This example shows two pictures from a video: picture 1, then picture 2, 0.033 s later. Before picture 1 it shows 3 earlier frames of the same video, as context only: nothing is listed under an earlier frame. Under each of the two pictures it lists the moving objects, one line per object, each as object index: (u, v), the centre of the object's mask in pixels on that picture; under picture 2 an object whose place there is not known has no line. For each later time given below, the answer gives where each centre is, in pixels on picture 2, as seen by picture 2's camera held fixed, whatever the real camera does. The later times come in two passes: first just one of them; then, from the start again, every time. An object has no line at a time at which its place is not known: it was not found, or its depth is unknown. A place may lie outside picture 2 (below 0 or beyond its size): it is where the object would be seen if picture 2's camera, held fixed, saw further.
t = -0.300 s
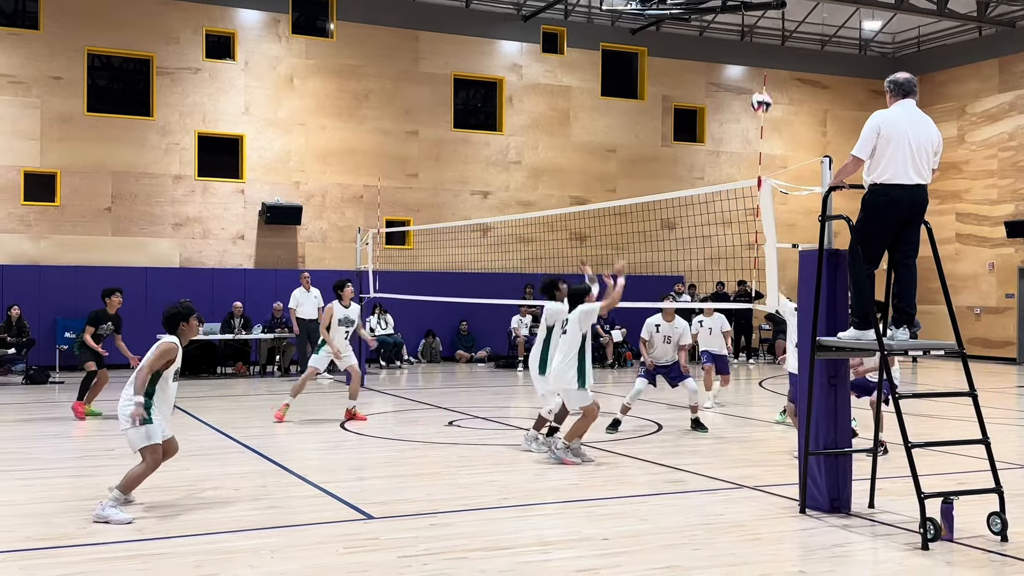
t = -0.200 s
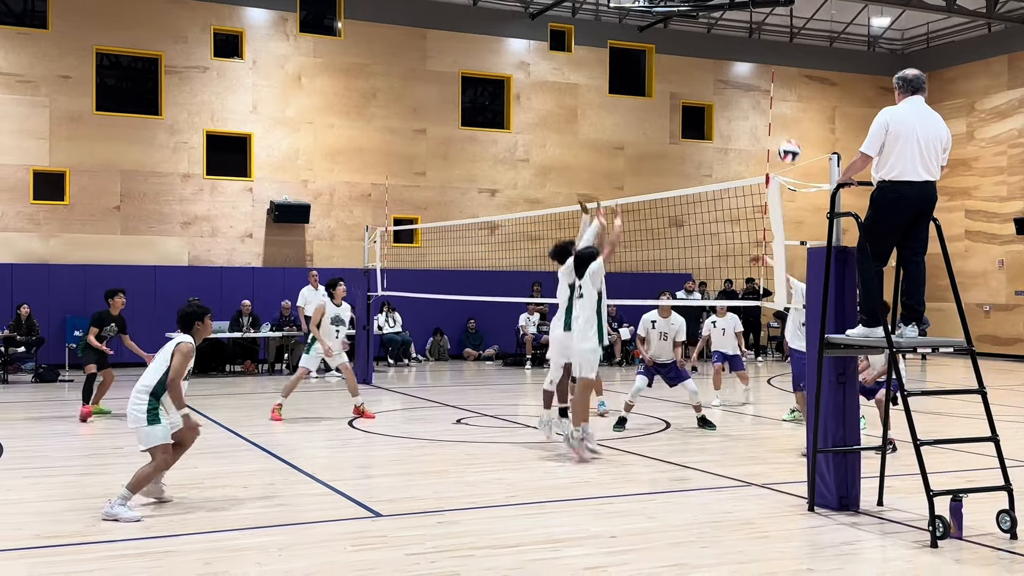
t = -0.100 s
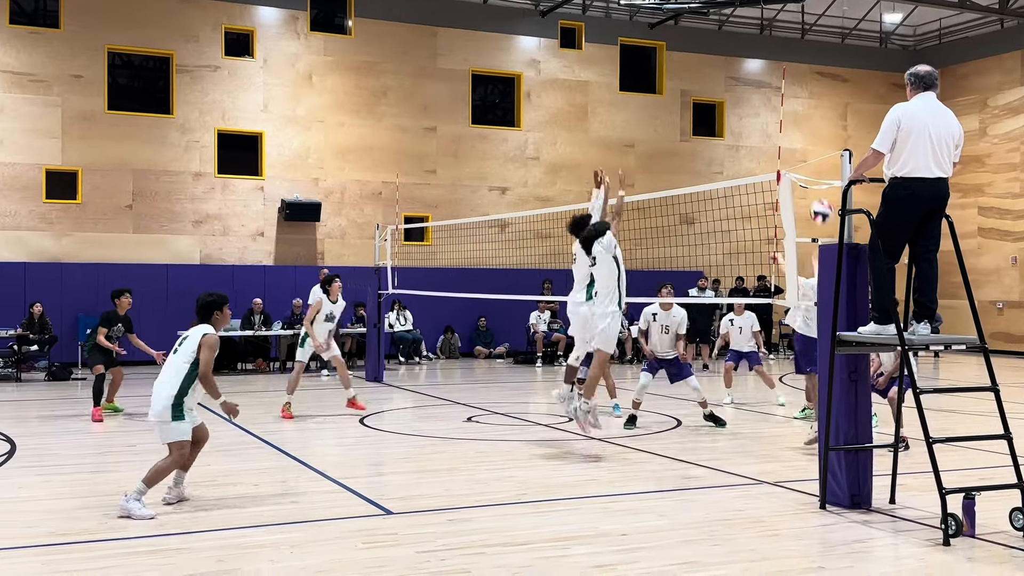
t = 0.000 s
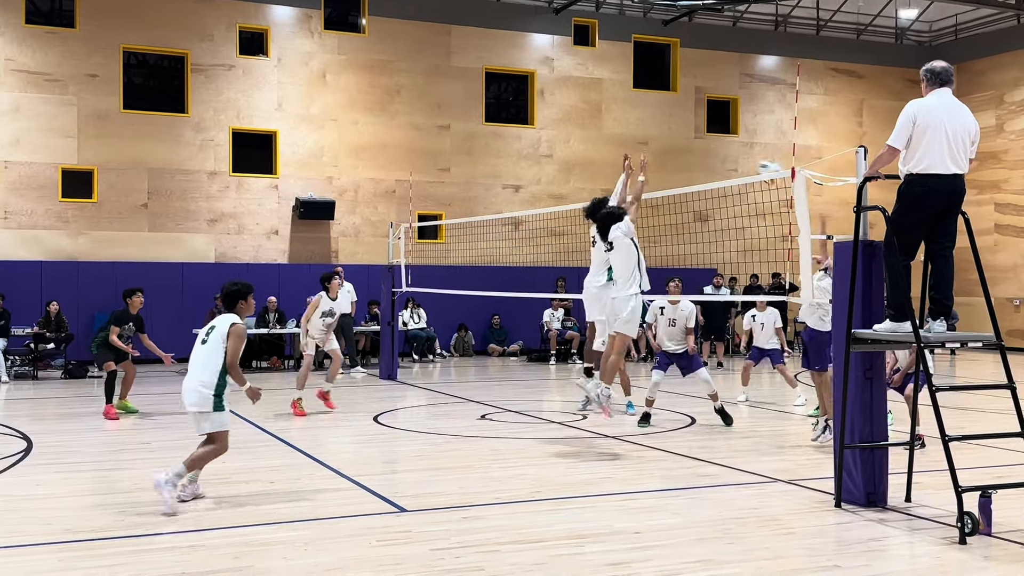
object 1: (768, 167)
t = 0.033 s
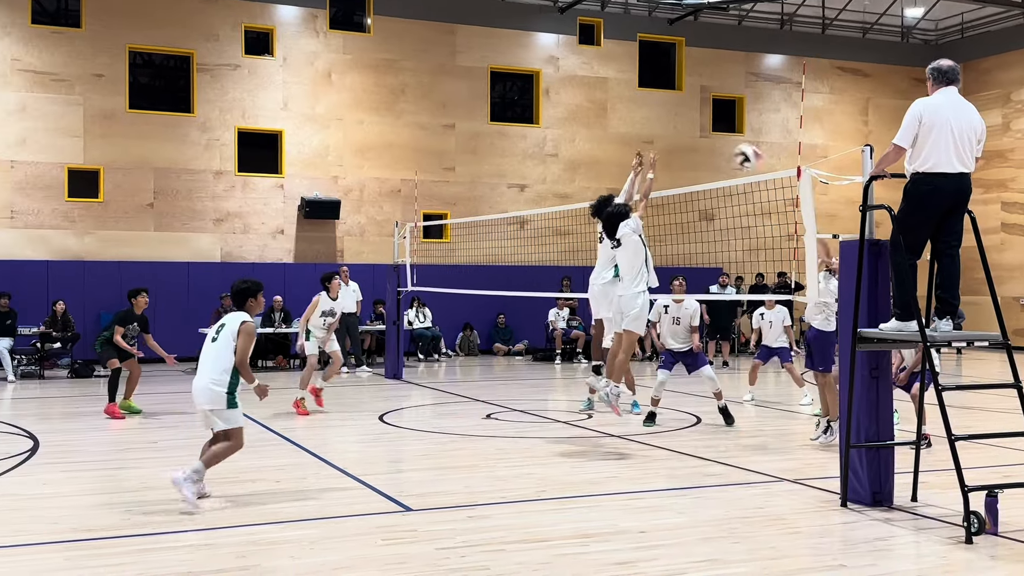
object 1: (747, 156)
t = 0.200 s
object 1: (608, 96)
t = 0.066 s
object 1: (720, 142)
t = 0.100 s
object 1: (691, 128)
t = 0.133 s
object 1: (664, 116)
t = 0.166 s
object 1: (635, 105)
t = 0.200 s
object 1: (608, 96)
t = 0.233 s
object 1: (580, 87)
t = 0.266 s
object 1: (553, 80)
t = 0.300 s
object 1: (525, 74)
